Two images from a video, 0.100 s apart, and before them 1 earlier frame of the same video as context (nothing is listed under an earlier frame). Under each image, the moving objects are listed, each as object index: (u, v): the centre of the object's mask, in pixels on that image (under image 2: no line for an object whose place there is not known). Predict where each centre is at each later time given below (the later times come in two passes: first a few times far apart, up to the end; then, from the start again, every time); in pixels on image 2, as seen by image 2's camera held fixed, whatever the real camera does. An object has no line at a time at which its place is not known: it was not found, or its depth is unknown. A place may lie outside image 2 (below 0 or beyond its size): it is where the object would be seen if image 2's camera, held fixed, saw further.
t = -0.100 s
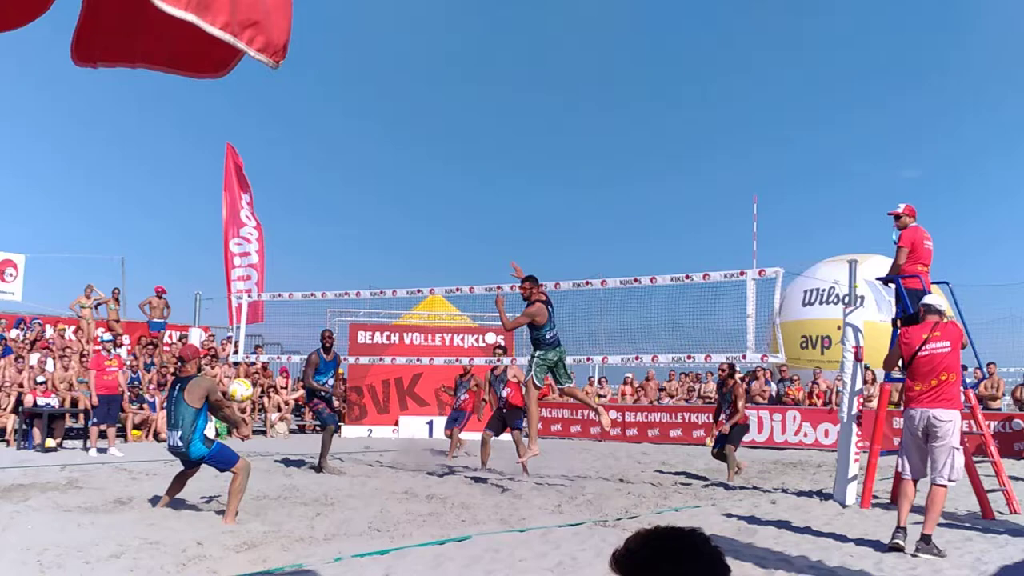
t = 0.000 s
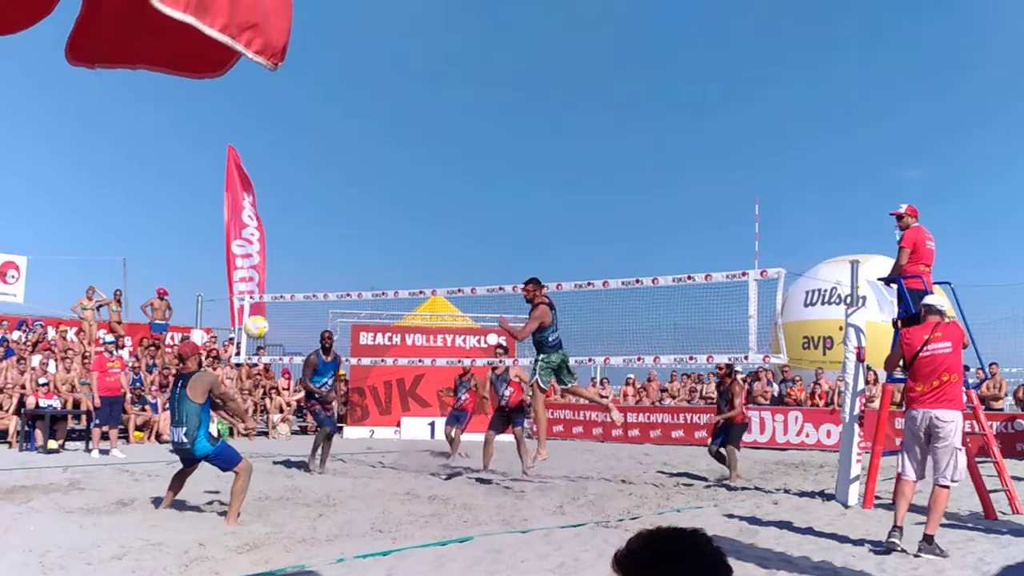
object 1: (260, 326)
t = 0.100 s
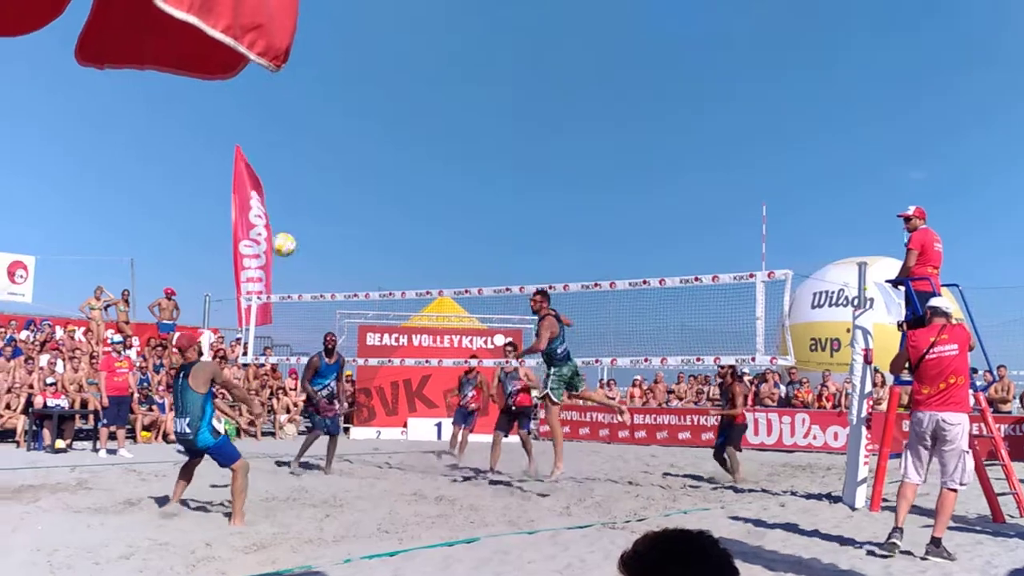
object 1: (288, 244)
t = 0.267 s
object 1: (317, 134)
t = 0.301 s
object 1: (321, 117)
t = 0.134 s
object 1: (294, 220)
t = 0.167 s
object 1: (300, 195)
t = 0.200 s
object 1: (306, 174)
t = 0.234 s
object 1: (312, 153)
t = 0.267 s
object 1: (317, 134)
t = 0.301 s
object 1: (321, 117)
